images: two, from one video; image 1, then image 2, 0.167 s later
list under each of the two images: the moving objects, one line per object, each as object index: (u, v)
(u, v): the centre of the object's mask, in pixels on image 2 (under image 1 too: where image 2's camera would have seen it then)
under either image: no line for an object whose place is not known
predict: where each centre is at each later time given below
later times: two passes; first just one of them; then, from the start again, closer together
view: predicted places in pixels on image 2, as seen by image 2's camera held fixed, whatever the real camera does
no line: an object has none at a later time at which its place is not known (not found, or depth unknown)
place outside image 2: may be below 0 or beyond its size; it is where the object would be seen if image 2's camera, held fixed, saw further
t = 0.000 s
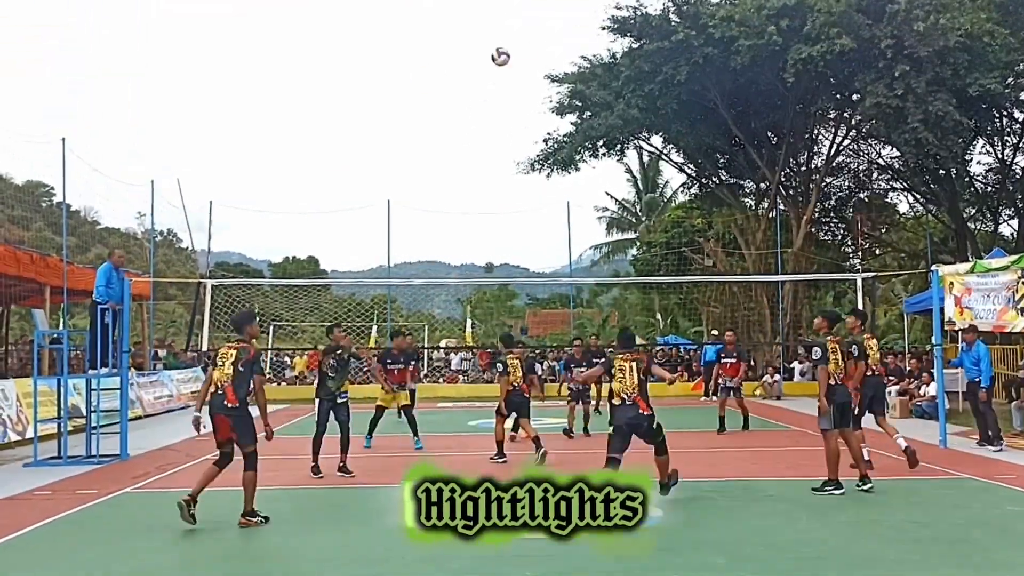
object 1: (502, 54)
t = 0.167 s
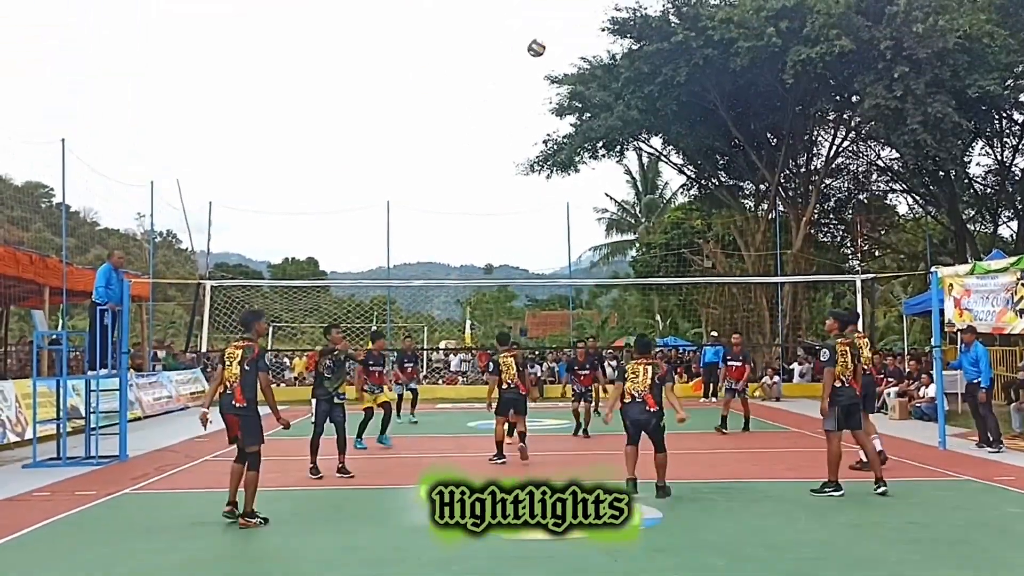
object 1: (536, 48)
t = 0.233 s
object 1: (560, 47)
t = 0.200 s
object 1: (544, 48)
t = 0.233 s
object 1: (560, 47)
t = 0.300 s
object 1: (573, 53)
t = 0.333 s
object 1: (580, 62)
